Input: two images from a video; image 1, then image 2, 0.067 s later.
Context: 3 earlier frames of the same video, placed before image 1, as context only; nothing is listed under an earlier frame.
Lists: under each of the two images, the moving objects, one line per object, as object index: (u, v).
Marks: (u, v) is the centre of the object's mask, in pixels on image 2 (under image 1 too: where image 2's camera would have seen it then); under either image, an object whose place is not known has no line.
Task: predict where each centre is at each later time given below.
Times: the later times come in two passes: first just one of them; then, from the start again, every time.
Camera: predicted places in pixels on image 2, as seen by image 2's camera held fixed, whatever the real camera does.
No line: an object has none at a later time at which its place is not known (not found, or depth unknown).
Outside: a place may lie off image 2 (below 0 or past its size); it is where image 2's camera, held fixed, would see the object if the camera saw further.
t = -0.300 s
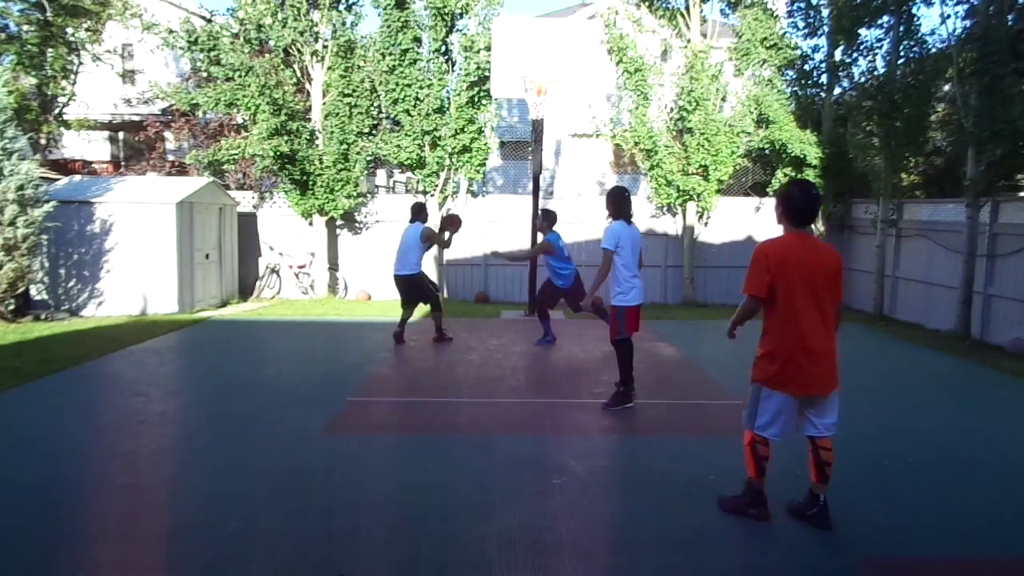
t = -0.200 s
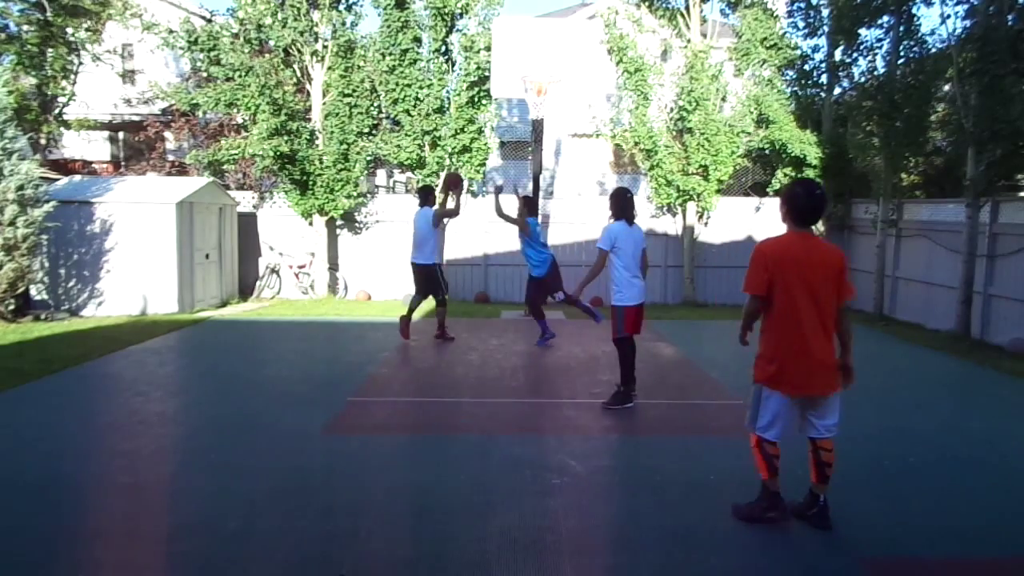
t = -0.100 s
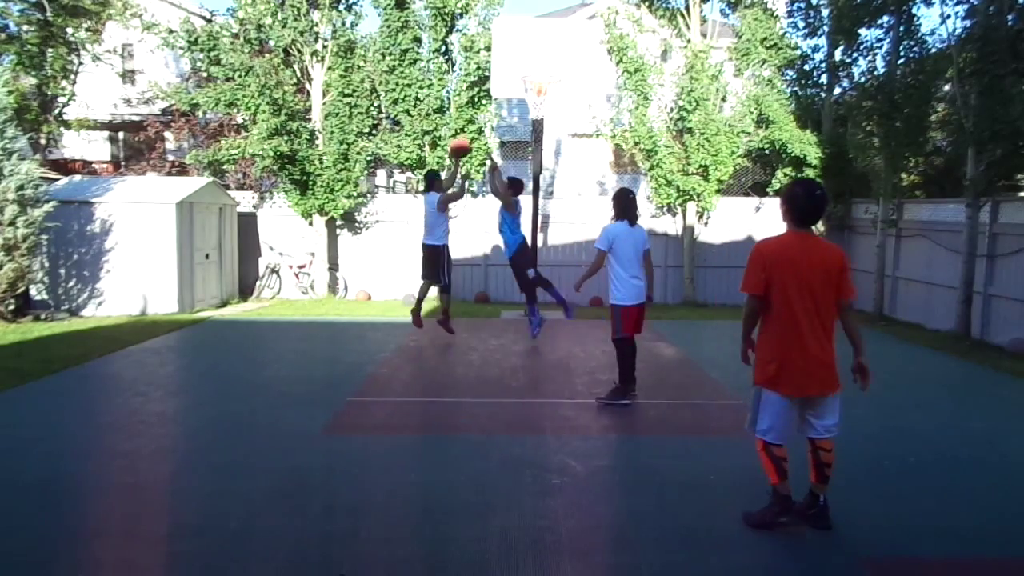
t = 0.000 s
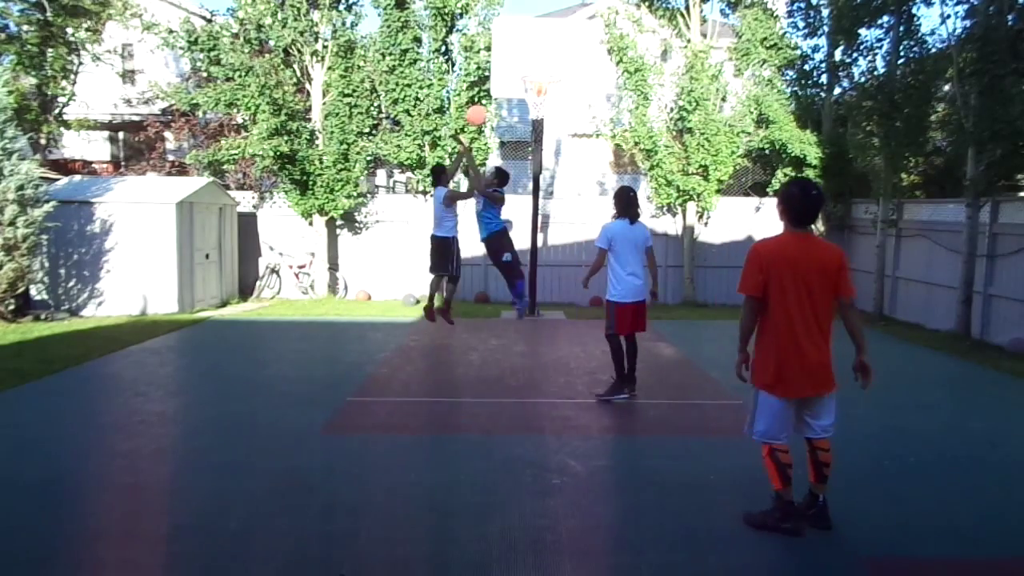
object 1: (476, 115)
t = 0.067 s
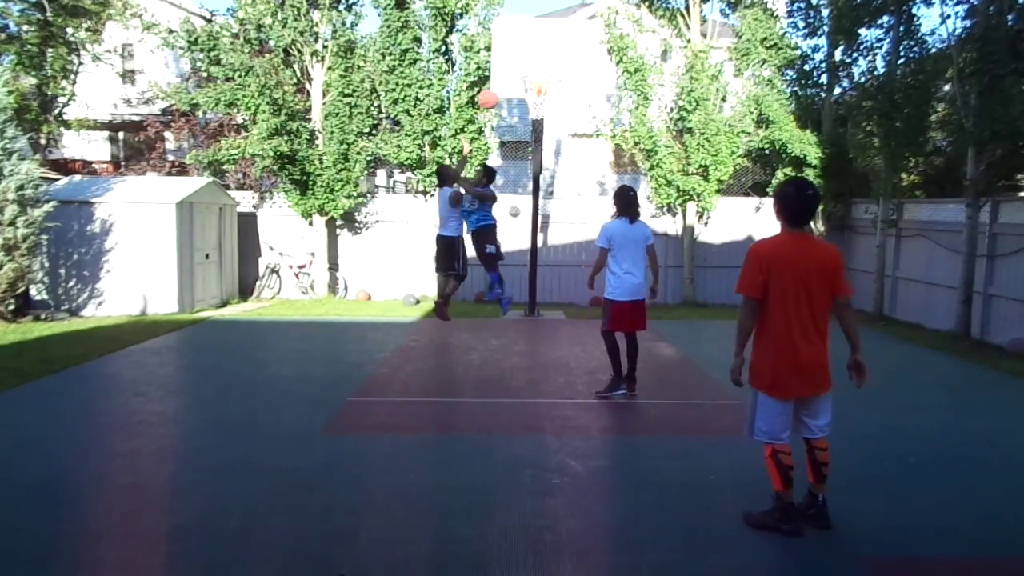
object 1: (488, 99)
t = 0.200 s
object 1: (511, 78)
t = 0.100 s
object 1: (493, 92)
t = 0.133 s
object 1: (499, 86)
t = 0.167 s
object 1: (505, 82)
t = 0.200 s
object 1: (511, 78)
